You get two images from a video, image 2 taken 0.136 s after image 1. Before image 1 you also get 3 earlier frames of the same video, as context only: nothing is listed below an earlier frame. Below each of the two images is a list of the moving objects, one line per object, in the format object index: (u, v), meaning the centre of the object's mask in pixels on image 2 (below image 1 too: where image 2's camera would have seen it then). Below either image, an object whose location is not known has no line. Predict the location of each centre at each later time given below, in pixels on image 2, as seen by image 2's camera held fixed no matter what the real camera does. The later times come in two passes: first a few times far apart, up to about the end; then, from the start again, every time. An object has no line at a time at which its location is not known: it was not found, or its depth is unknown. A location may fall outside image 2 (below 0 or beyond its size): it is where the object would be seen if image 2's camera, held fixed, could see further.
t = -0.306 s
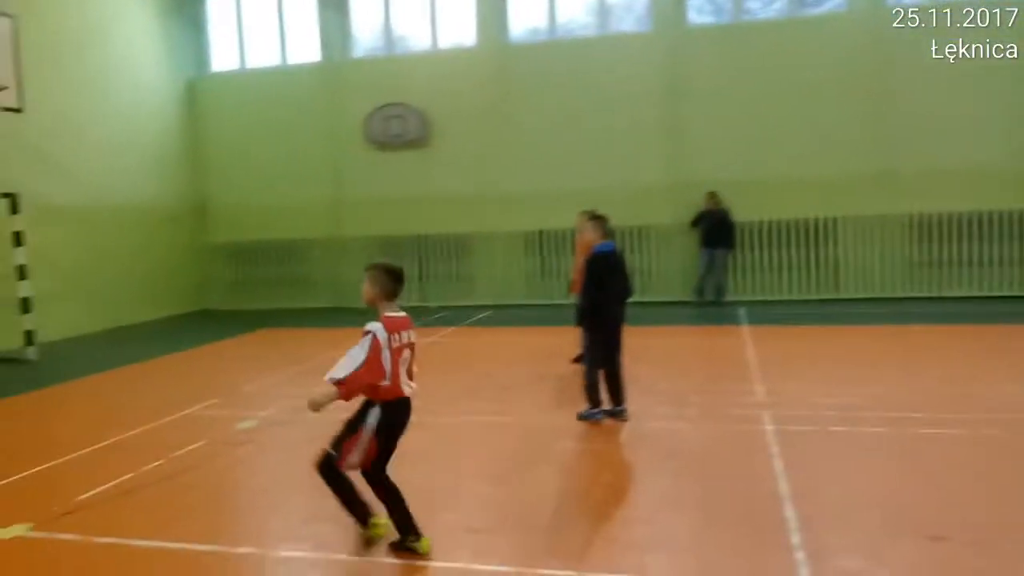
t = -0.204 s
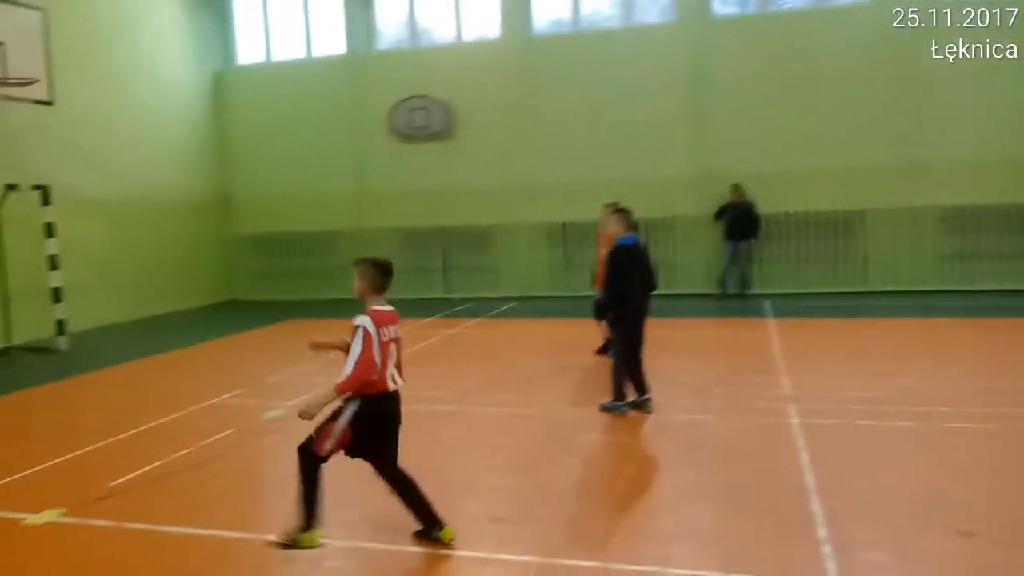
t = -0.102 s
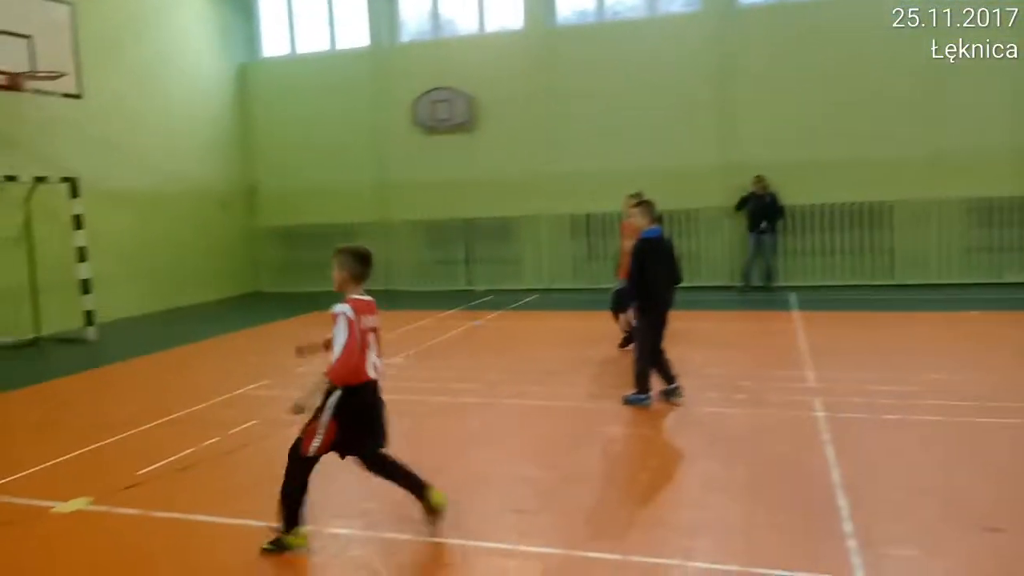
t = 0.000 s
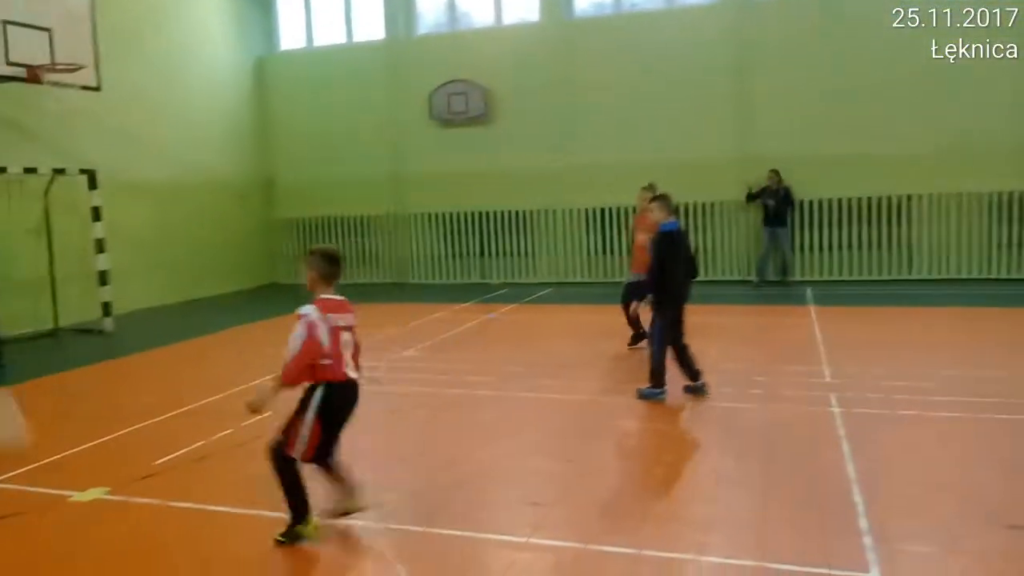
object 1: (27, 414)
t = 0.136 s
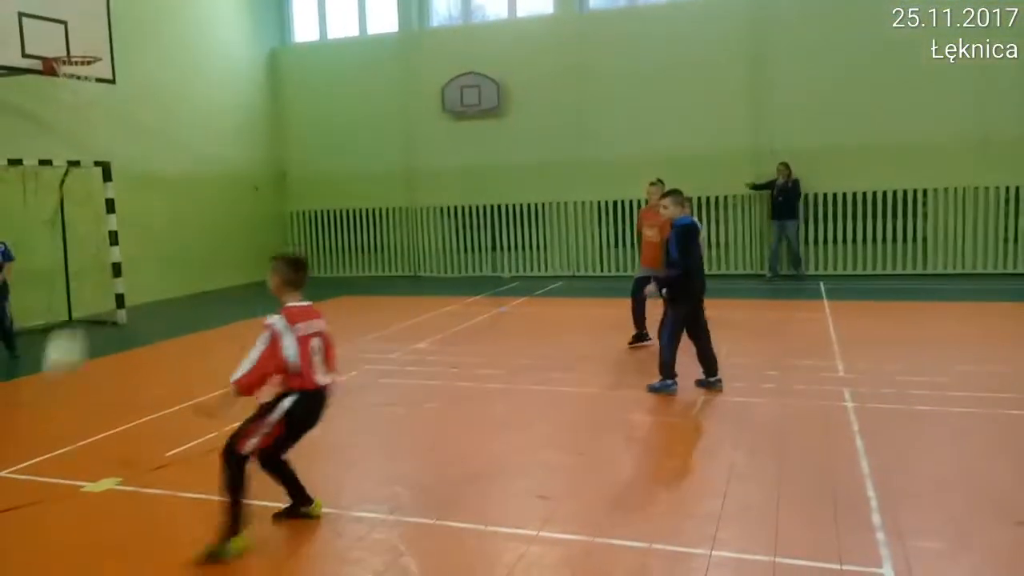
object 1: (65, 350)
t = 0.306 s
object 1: (127, 197)
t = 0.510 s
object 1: (249, 35)
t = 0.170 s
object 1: (75, 323)
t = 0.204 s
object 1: (86, 286)
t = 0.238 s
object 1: (98, 255)
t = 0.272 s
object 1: (111, 227)
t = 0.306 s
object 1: (127, 197)
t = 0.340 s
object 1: (140, 167)
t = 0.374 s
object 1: (157, 138)
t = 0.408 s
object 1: (179, 111)
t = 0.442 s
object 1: (201, 86)
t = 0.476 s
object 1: (225, 64)
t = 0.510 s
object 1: (249, 35)
